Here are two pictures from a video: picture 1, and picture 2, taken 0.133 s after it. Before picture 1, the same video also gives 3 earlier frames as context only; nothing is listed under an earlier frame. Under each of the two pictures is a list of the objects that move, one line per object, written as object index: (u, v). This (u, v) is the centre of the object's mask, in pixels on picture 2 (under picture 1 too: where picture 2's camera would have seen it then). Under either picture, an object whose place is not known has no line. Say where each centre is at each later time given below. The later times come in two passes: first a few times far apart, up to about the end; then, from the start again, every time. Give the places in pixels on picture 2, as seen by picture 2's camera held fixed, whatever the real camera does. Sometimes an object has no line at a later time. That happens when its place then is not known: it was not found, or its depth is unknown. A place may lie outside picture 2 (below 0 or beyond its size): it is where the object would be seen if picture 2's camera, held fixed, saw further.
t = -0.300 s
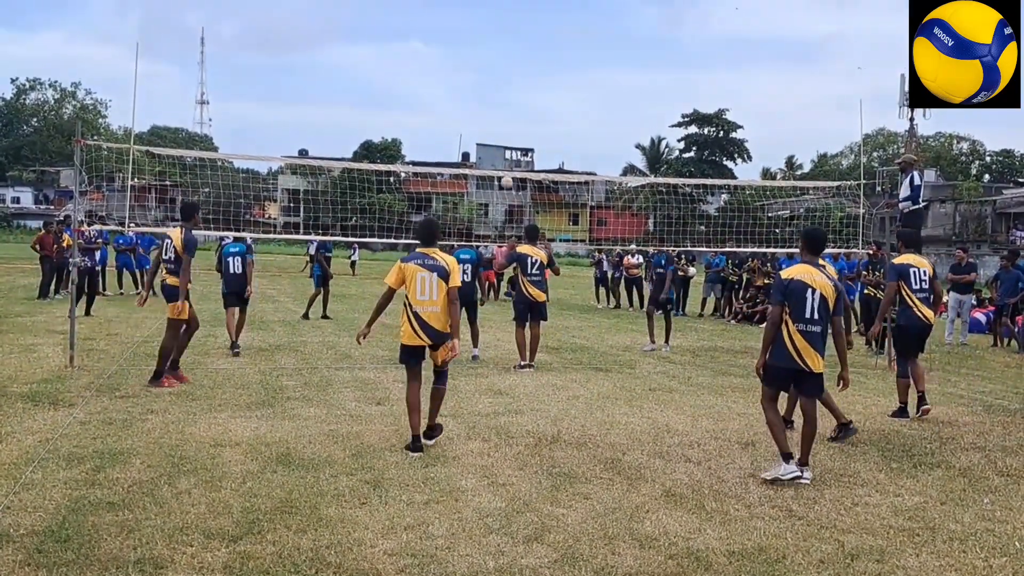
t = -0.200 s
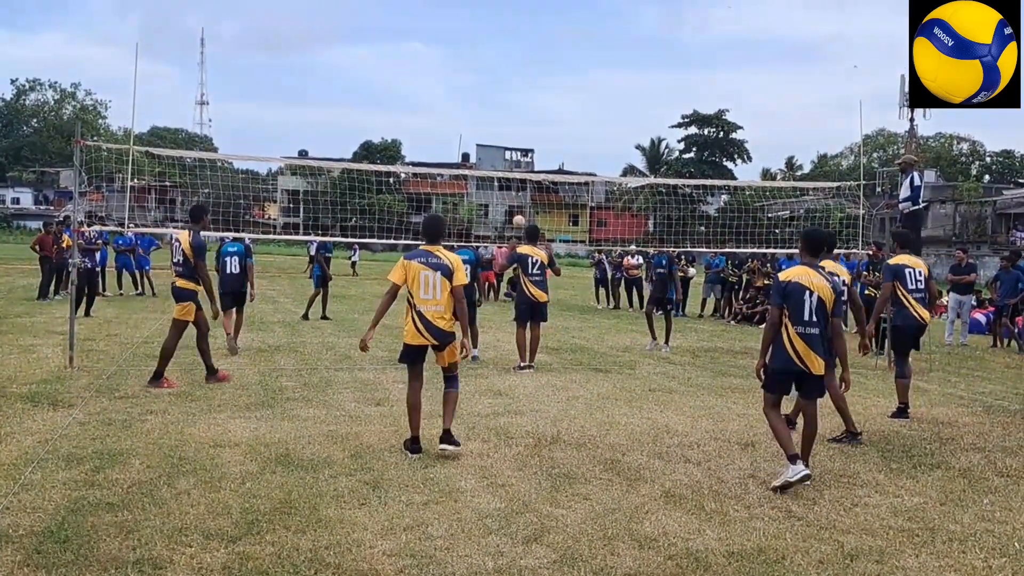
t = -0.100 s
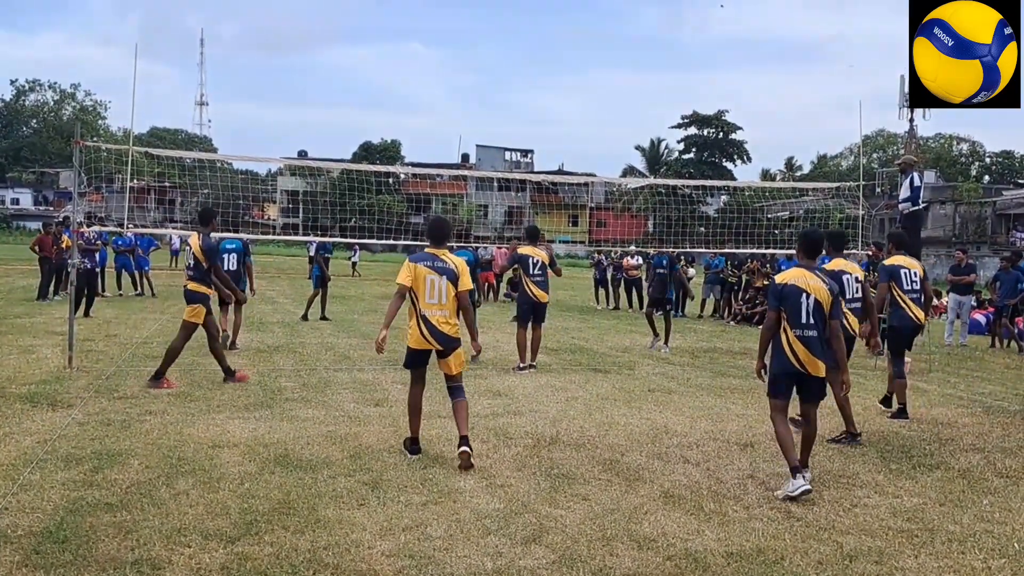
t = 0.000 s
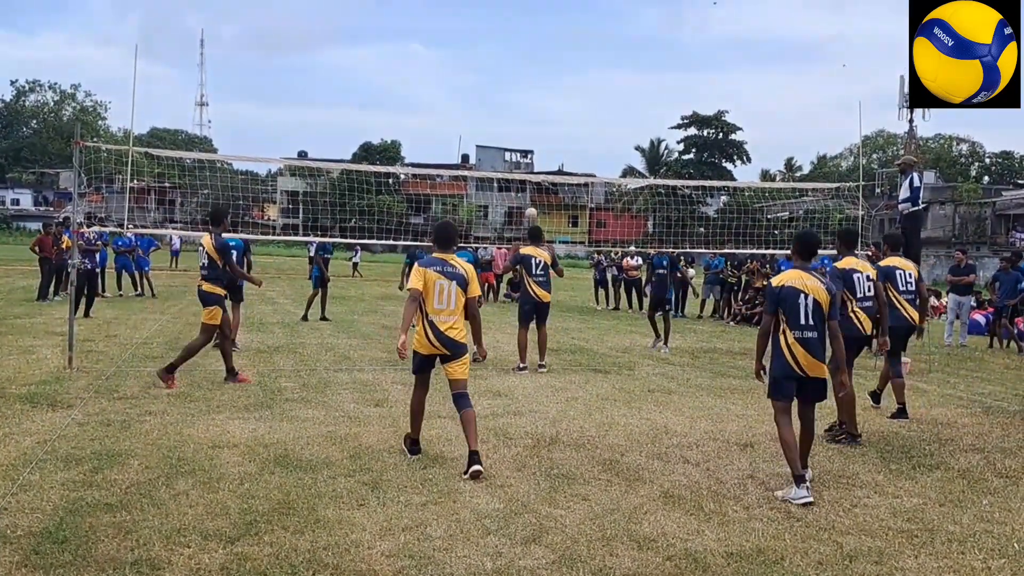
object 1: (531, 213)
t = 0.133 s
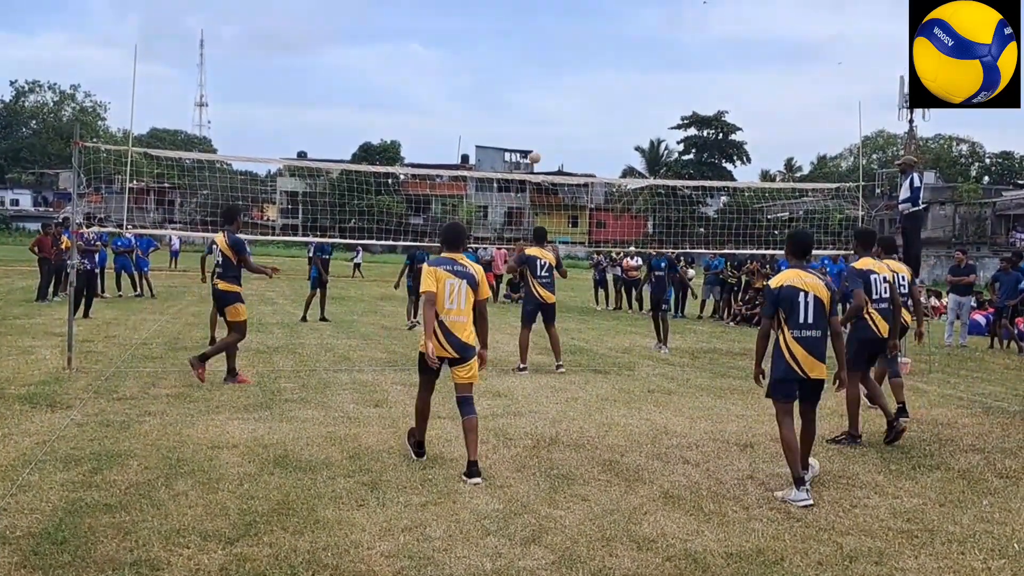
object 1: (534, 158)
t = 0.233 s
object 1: (537, 119)
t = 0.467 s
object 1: (543, 51)
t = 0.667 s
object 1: (547, 16)
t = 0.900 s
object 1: (552, 7)
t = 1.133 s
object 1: (557, 37)
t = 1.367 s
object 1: (564, 111)
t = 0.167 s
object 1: (535, 144)
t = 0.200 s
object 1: (536, 132)
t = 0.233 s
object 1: (537, 119)
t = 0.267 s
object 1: (538, 108)
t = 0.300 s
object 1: (539, 97)
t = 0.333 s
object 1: (540, 87)
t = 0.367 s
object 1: (540, 77)
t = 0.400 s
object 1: (541, 68)
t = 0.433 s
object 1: (542, 59)
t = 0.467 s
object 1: (543, 51)
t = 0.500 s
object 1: (544, 44)
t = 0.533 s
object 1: (544, 37)
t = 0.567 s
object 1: (545, 31)
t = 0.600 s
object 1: (545, 25)
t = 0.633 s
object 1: (546, 20)
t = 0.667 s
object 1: (547, 16)
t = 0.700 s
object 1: (548, 13)
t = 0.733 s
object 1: (548, 10)
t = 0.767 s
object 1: (549, 8)
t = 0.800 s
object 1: (550, 7)
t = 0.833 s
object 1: (550, 6)
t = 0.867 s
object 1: (551, 7)
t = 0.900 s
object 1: (552, 7)
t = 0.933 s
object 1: (552, 9)
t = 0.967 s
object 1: (553, 11)
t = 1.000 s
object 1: (554, 15)
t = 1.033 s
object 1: (555, 20)
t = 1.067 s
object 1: (556, 25)
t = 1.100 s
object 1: (556, 30)
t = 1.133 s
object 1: (557, 37)
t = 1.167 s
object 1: (558, 45)
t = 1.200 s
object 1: (559, 53)
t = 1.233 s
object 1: (560, 63)
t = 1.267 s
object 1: (561, 74)
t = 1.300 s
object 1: (562, 85)
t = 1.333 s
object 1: (563, 97)
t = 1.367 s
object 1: (564, 111)
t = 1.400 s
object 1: (565, 125)
